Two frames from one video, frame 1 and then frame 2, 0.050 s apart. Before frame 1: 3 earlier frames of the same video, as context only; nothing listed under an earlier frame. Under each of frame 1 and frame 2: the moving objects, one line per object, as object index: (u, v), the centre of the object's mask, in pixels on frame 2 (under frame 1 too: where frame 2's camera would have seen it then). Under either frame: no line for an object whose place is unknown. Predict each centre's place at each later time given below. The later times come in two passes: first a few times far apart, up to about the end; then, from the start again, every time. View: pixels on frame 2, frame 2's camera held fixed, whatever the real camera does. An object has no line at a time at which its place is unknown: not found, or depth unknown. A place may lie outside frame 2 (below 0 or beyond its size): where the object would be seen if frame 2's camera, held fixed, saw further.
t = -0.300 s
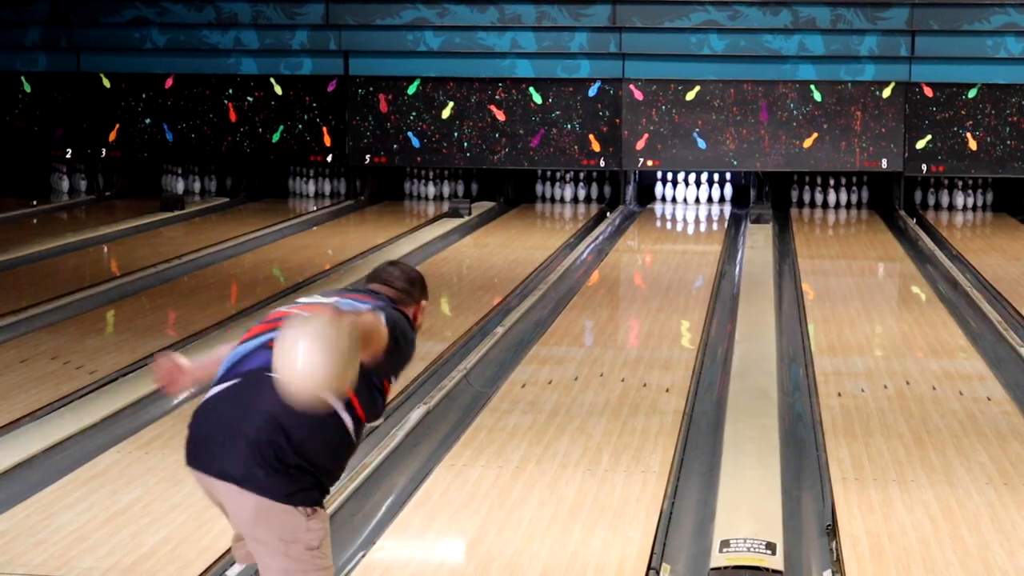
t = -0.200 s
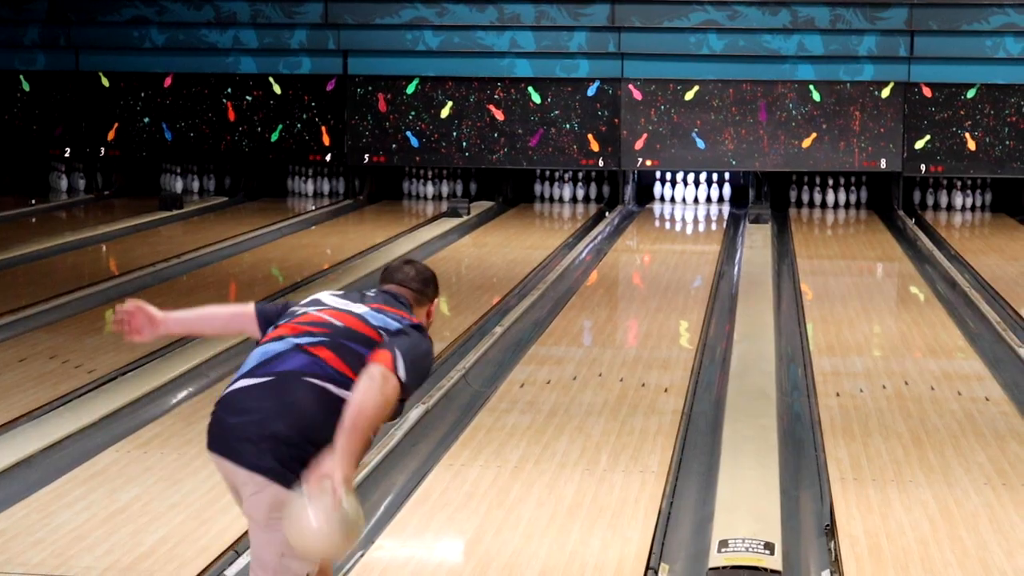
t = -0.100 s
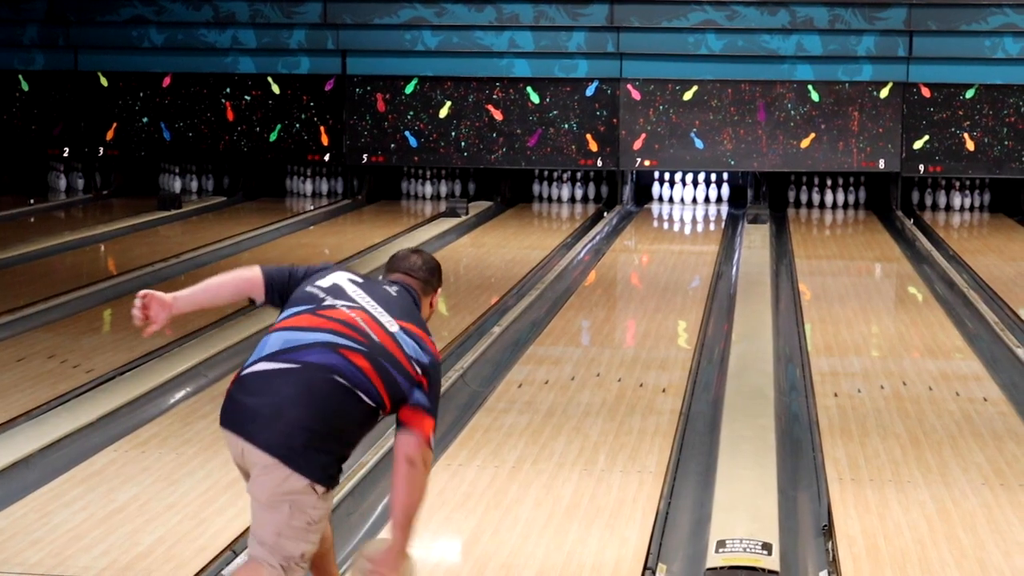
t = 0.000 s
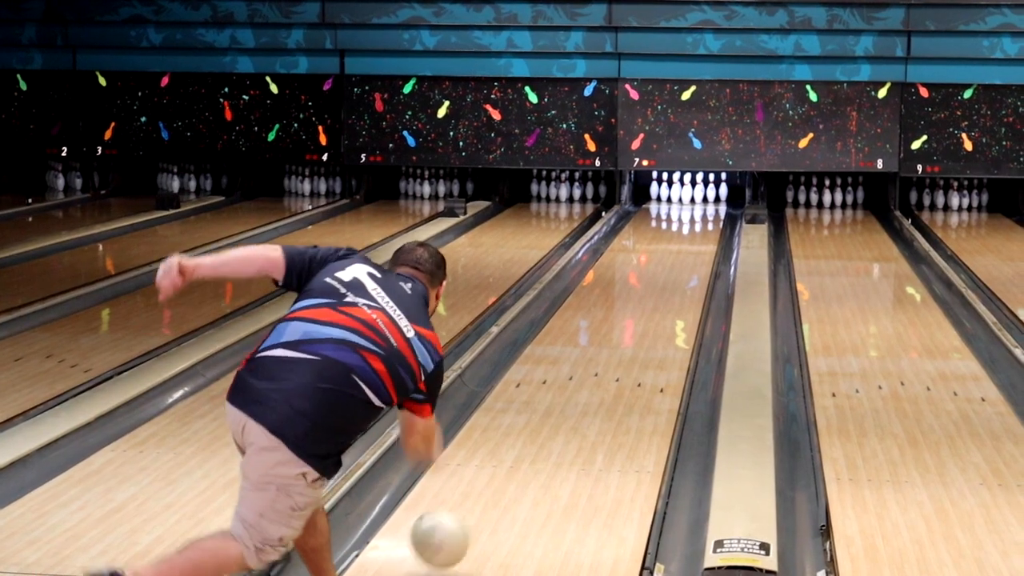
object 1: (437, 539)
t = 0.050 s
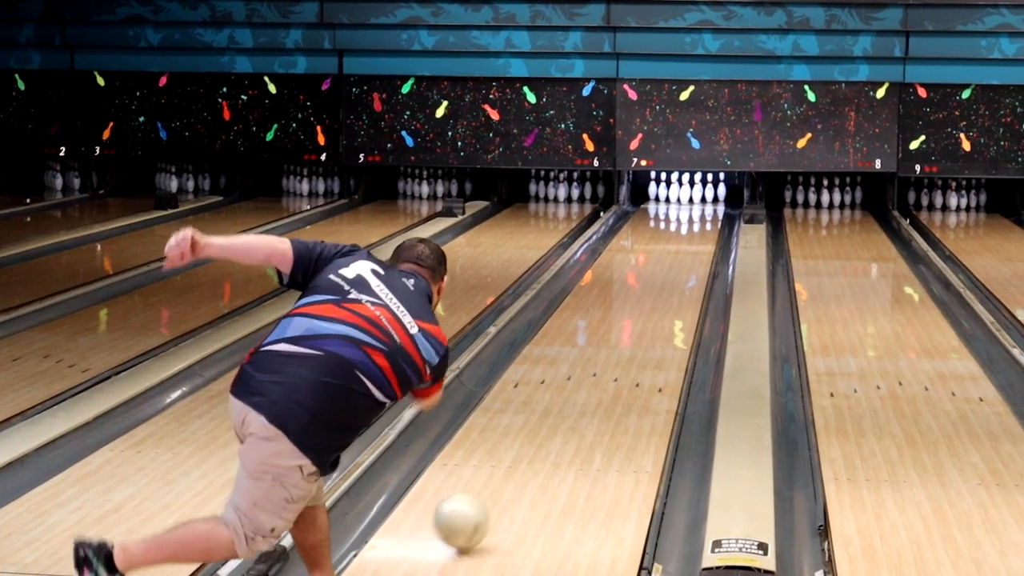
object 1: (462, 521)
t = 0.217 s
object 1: (523, 452)
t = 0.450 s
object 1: (583, 381)
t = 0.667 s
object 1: (621, 334)
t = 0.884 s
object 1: (649, 301)
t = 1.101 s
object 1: (668, 275)
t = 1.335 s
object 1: (685, 252)
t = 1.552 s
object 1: (696, 235)
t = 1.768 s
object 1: (698, 221)
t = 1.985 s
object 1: (698, 208)
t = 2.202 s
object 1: (692, 199)
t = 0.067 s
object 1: (469, 517)
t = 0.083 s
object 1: (475, 508)
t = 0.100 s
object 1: (482, 500)
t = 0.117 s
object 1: (488, 492)
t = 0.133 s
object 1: (494, 485)
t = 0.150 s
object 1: (501, 478)
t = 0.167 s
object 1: (507, 471)
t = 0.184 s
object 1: (512, 465)
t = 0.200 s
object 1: (518, 458)
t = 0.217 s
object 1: (523, 452)
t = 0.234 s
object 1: (529, 445)
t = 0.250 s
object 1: (534, 440)
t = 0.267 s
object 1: (538, 435)
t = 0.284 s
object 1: (543, 429)
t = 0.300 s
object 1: (548, 424)
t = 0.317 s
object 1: (552, 418)
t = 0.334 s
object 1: (556, 413)
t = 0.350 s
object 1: (560, 409)
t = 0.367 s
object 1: (563, 404)
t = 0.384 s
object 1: (568, 399)
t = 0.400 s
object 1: (571, 395)
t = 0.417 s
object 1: (575, 390)
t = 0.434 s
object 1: (579, 386)
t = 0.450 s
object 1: (583, 381)
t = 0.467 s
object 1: (586, 377)
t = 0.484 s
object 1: (590, 374)
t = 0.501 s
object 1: (593, 370)
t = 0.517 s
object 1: (597, 366)
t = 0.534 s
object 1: (599, 362)
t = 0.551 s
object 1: (601, 358)
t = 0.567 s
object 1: (605, 354)
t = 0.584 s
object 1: (608, 351)
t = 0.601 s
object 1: (610, 347)
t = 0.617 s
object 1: (613, 344)
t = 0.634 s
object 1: (616, 341)
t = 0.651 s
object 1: (619, 338)
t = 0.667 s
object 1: (621, 334)
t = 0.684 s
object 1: (623, 332)
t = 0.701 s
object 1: (625, 329)
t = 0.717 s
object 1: (628, 326)
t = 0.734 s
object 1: (630, 324)
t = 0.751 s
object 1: (632, 321)
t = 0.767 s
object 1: (634, 318)
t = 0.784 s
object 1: (637, 316)
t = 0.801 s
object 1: (639, 313)
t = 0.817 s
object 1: (640, 310)
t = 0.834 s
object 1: (642, 308)
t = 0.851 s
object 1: (644, 306)
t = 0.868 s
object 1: (646, 303)
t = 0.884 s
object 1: (649, 301)
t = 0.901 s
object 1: (651, 299)
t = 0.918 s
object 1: (652, 296)
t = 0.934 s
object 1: (653, 294)
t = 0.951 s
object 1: (655, 292)
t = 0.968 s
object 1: (656, 290)
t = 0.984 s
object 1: (658, 288)
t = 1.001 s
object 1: (660, 286)
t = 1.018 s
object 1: (661, 284)
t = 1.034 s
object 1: (663, 282)
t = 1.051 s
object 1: (664, 281)
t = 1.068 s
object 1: (666, 278)
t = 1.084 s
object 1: (667, 276)
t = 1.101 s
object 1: (668, 275)
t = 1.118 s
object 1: (670, 273)
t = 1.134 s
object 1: (671, 271)
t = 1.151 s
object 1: (672, 269)
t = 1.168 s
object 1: (674, 268)
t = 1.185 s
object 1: (675, 266)
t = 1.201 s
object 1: (675, 264)
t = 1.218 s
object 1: (677, 262)
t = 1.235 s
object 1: (678, 261)
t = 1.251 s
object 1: (679, 259)
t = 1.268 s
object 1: (680, 258)
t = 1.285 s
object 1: (682, 256)
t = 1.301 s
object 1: (683, 255)
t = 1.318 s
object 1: (684, 253)
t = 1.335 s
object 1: (685, 252)
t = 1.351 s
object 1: (685, 250)
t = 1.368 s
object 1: (686, 249)
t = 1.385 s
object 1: (688, 248)
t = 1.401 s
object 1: (690, 247)
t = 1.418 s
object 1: (691, 245)
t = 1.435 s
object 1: (691, 244)
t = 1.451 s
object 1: (692, 243)
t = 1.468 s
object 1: (693, 241)
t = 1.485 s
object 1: (694, 239)
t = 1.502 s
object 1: (694, 238)
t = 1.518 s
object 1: (694, 237)
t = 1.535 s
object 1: (695, 236)
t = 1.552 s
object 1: (696, 235)
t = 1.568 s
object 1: (696, 234)
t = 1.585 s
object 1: (696, 233)
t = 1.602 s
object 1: (697, 232)
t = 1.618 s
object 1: (697, 230)
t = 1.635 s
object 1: (697, 229)
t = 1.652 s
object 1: (697, 229)
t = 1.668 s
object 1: (698, 227)
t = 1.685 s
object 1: (698, 227)
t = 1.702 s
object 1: (699, 225)
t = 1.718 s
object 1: (699, 224)
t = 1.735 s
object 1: (699, 223)
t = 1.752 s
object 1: (699, 222)
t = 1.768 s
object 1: (698, 221)
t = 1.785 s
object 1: (699, 220)
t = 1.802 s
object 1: (699, 219)
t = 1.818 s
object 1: (699, 219)
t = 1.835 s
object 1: (699, 217)
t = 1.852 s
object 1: (698, 215)
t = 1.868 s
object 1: (698, 214)
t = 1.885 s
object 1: (699, 214)
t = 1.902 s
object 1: (699, 213)
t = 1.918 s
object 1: (699, 212)
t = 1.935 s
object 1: (699, 211)
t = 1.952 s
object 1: (699, 210)
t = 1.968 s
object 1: (698, 209)
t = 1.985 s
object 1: (698, 208)
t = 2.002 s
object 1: (698, 208)
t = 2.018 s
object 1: (698, 207)
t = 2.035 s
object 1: (698, 206)
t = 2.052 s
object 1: (697, 205)
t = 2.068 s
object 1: (696, 204)
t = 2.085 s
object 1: (696, 204)
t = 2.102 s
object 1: (696, 203)
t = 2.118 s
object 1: (696, 203)
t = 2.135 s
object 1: (695, 202)
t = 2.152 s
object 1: (694, 201)
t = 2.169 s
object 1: (693, 200)
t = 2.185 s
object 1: (693, 200)
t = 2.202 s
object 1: (692, 199)
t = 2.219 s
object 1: (691, 199)
